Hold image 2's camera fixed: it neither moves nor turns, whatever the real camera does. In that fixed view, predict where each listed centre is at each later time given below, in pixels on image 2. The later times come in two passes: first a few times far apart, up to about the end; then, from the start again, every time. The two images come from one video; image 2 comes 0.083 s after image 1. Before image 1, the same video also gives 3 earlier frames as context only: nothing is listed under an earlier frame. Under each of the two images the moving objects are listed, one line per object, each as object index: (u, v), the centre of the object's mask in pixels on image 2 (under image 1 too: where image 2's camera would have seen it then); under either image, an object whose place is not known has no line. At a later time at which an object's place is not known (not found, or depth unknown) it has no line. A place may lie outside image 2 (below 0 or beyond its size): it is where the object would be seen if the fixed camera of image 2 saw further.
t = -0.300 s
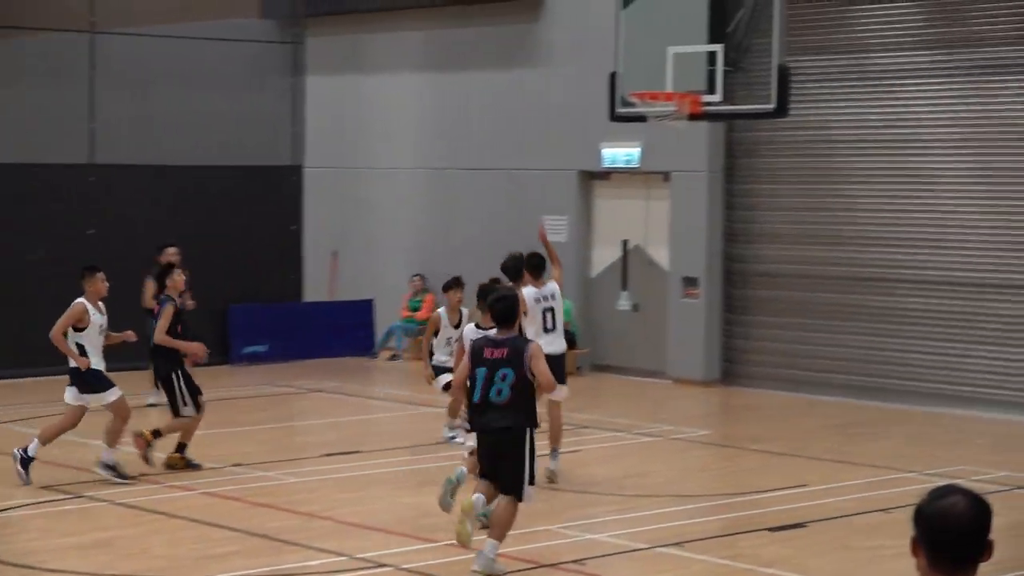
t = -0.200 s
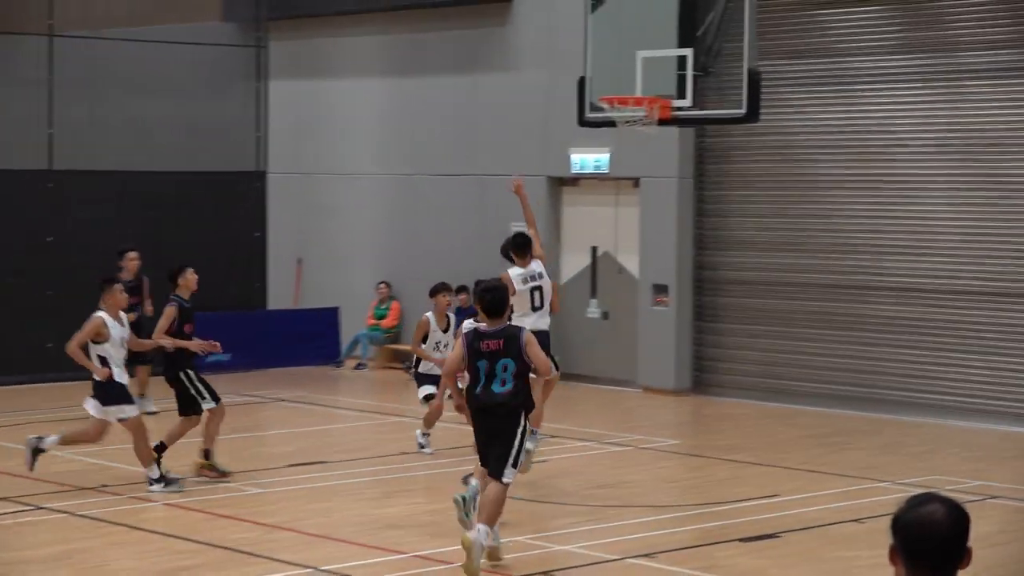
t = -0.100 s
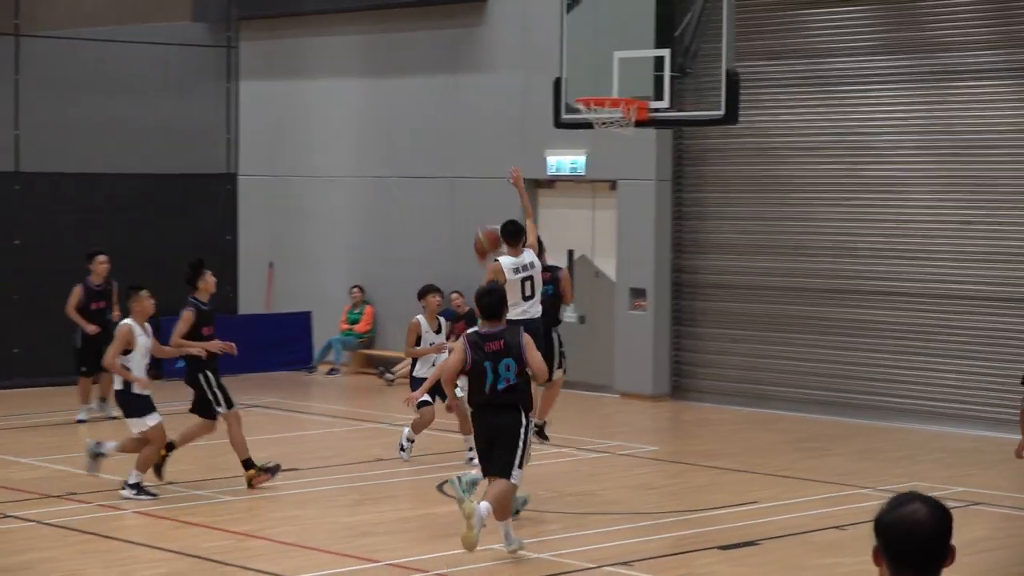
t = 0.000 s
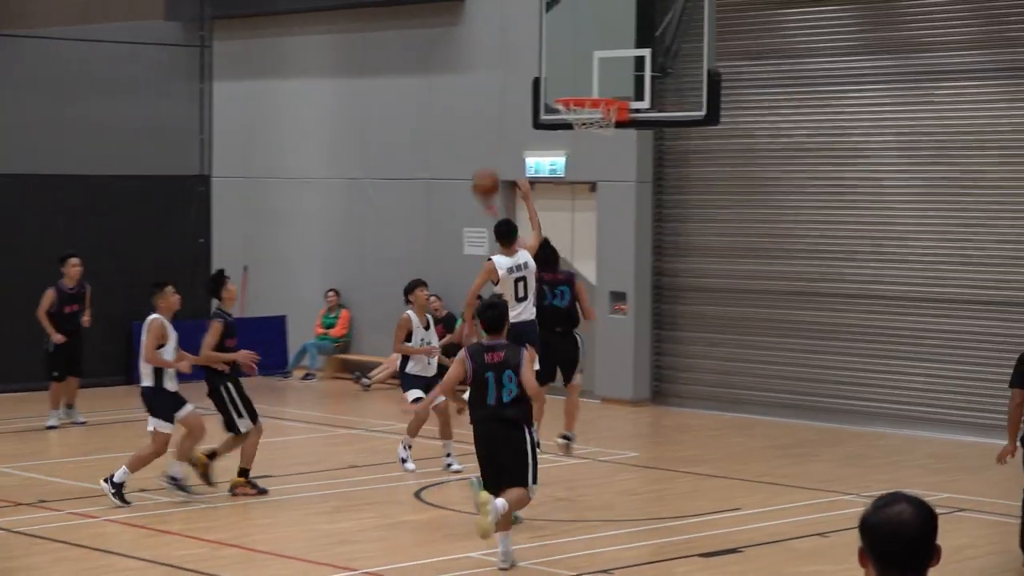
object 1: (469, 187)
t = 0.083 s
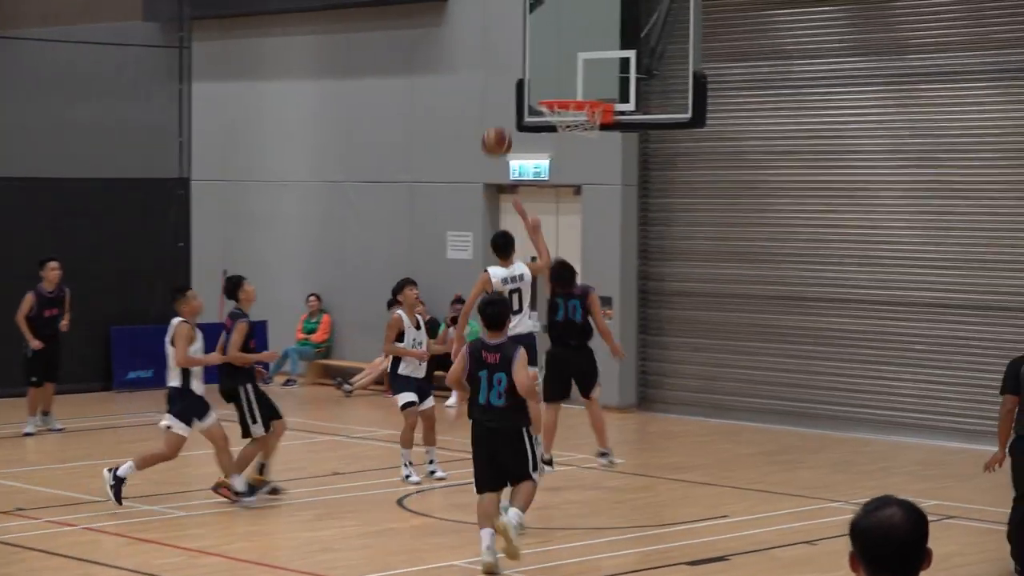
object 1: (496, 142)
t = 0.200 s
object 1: (536, 92)
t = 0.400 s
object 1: (588, 50)
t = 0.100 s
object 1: (502, 135)
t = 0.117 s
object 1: (508, 127)
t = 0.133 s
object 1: (513, 119)
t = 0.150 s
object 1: (518, 113)
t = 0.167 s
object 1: (524, 106)
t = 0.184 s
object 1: (529, 99)
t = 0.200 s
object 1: (536, 92)
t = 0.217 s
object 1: (542, 86)
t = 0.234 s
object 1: (548, 82)
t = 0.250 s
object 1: (554, 77)
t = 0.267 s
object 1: (559, 72)
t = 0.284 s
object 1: (565, 67)
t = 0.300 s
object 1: (571, 64)
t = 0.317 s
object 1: (576, 59)
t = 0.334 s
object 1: (582, 56)
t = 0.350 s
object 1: (586, 53)
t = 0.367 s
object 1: (587, 51)
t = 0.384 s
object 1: (588, 50)
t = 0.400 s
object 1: (588, 50)
